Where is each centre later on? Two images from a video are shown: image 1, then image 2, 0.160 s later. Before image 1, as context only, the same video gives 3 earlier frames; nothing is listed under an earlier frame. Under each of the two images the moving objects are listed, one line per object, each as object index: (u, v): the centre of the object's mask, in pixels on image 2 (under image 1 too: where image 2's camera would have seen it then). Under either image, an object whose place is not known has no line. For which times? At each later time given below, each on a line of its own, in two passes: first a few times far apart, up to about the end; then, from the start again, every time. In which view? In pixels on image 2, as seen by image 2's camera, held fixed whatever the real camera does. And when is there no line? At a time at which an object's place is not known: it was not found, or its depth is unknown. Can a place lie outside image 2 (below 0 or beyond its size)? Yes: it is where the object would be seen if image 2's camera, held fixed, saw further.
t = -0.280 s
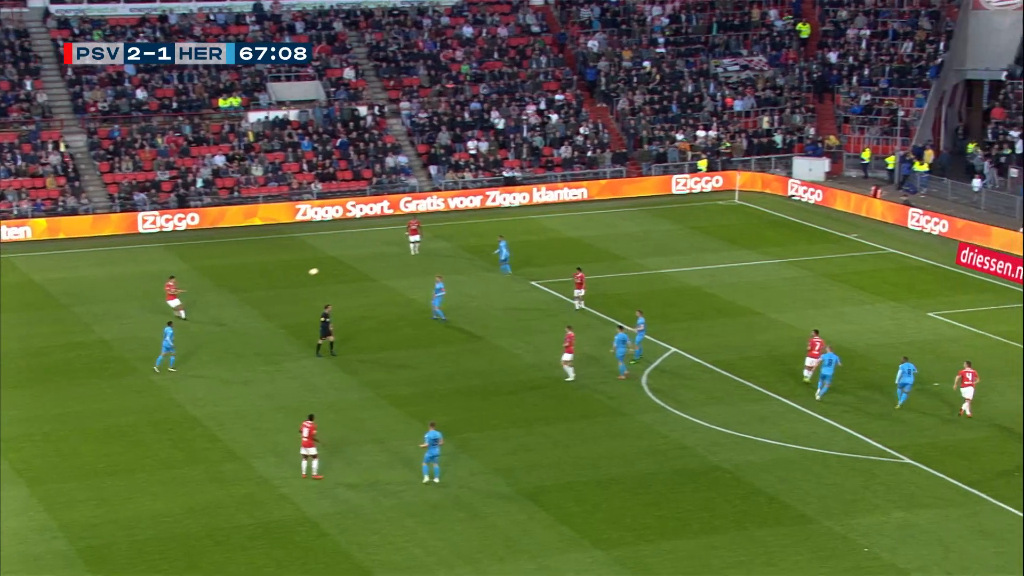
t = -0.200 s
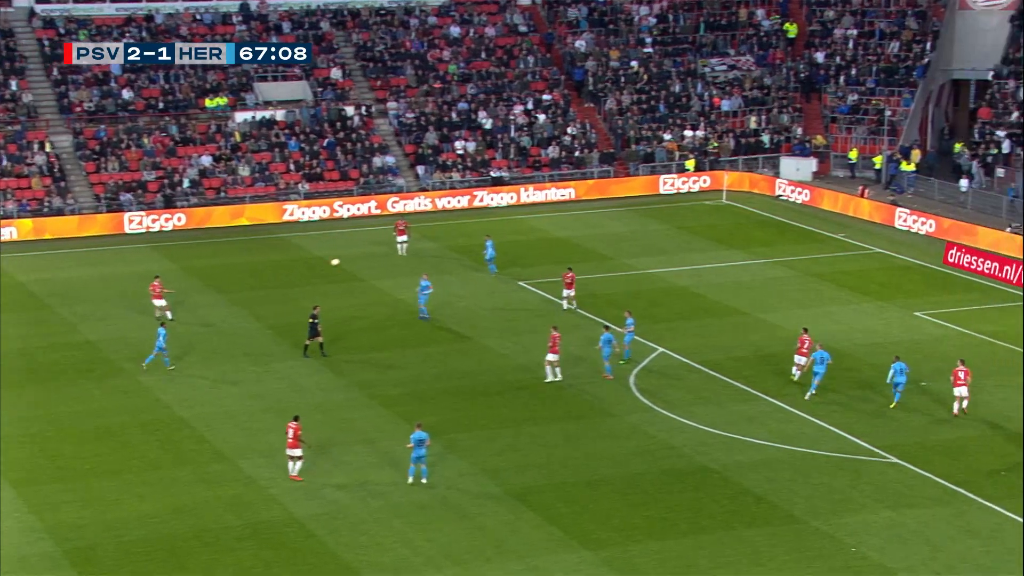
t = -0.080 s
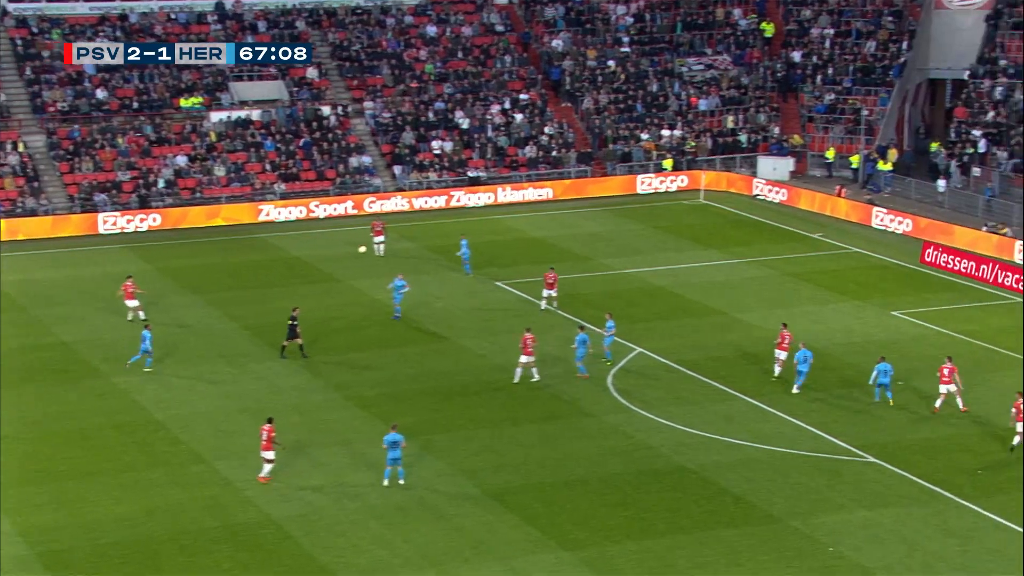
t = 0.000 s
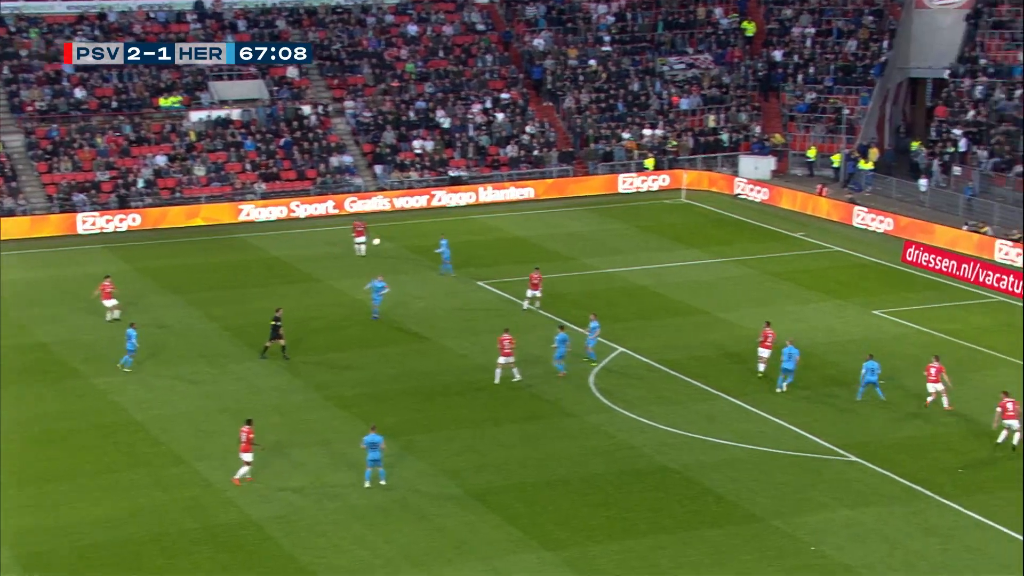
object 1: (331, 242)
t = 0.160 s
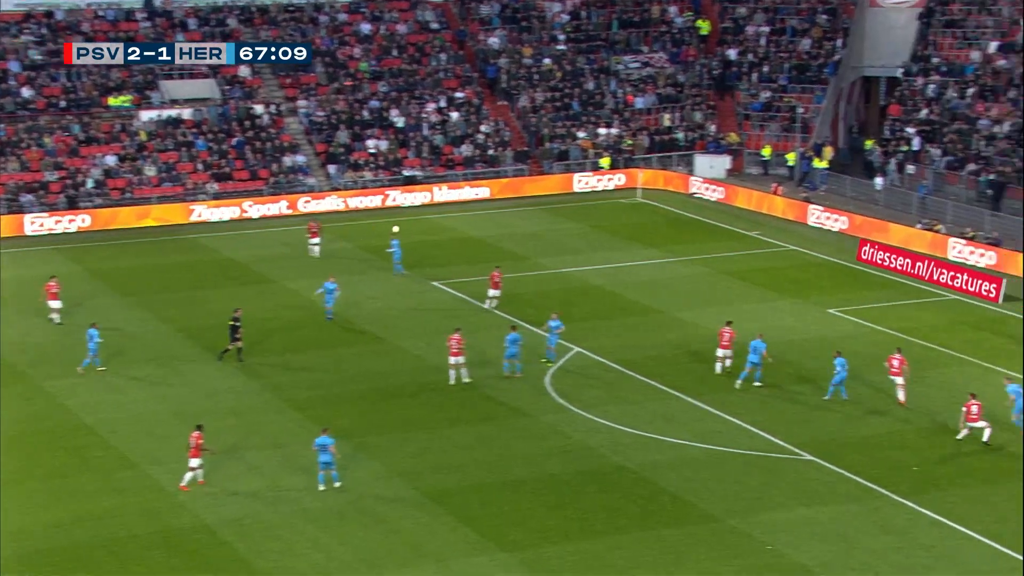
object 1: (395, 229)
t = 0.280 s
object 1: (442, 222)
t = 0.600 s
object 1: (563, 217)
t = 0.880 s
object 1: (668, 230)
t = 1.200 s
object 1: (788, 267)
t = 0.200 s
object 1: (411, 226)
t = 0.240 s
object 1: (427, 224)
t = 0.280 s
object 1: (442, 222)
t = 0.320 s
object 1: (457, 220)
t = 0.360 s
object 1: (473, 219)
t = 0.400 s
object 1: (488, 218)
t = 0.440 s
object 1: (503, 217)
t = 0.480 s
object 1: (518, 216)
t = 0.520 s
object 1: (533, 216)
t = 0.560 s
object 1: (548, 217)
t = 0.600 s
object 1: (563, 217)
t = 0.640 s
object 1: (578, 218)
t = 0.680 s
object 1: (593, 219)
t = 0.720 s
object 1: (608, 221)
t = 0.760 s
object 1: (623, 223)
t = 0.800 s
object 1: (638, 225)
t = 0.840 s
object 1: (653, 227)
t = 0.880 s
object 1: (668, 230)
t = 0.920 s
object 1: (683, 234)
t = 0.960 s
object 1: (698, 237)
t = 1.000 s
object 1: (713, 241)
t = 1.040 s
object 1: (728, 246)
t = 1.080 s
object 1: (743, 250)
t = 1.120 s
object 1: (758, 255)
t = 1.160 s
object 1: (773, 261)
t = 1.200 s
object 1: (788, 267)
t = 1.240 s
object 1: (803, 273)
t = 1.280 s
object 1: (818, 280)
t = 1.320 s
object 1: (833, 287)
